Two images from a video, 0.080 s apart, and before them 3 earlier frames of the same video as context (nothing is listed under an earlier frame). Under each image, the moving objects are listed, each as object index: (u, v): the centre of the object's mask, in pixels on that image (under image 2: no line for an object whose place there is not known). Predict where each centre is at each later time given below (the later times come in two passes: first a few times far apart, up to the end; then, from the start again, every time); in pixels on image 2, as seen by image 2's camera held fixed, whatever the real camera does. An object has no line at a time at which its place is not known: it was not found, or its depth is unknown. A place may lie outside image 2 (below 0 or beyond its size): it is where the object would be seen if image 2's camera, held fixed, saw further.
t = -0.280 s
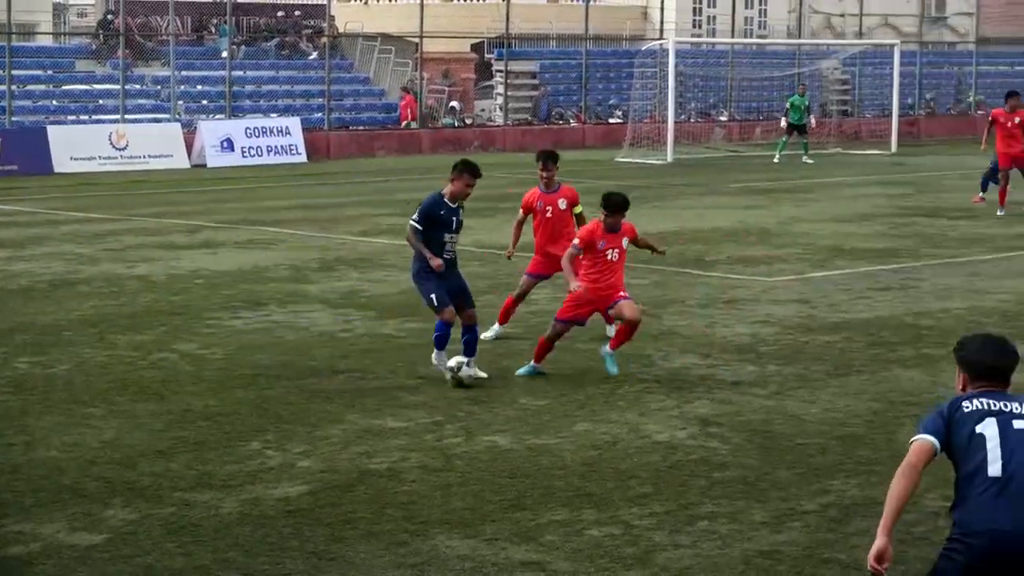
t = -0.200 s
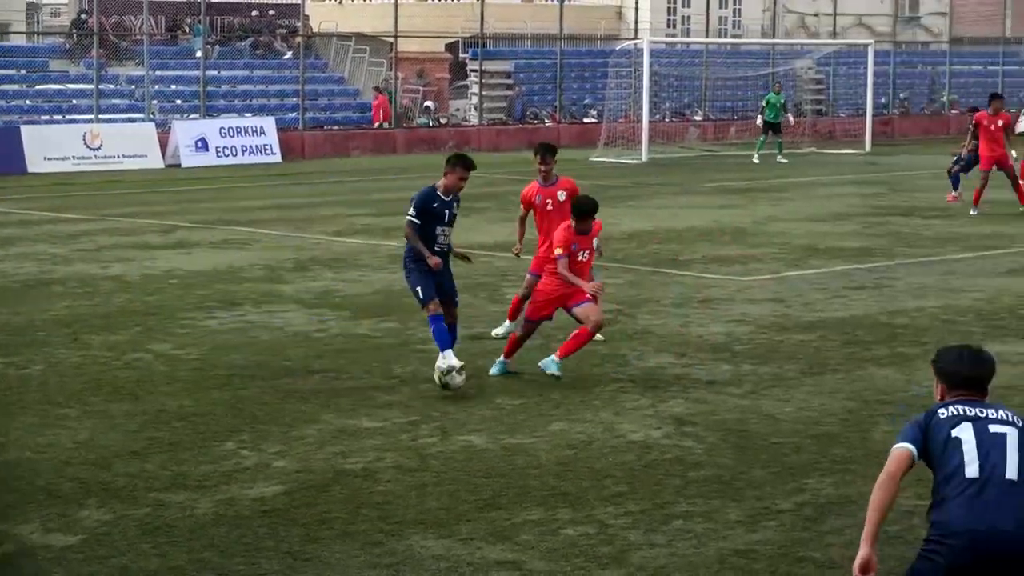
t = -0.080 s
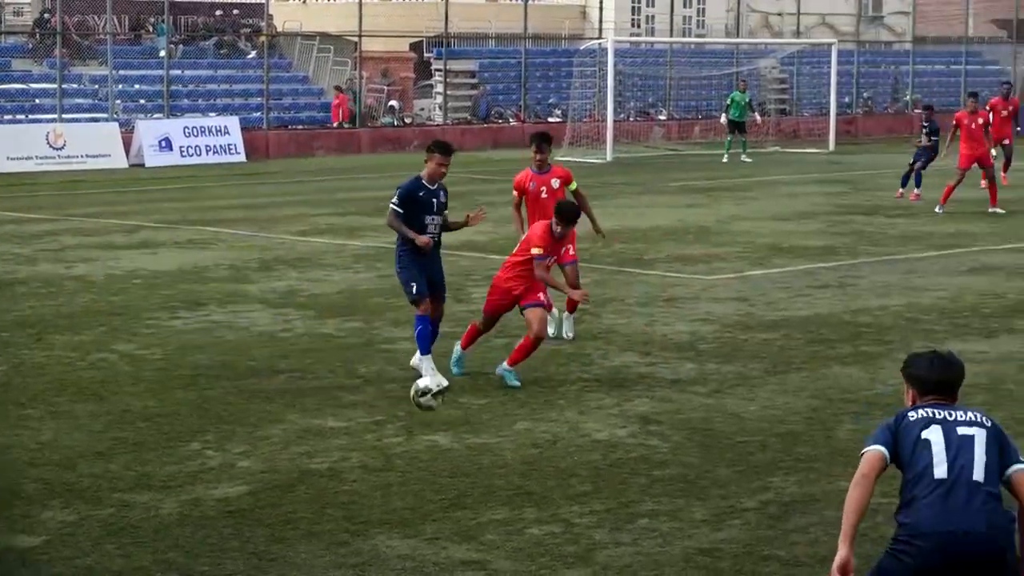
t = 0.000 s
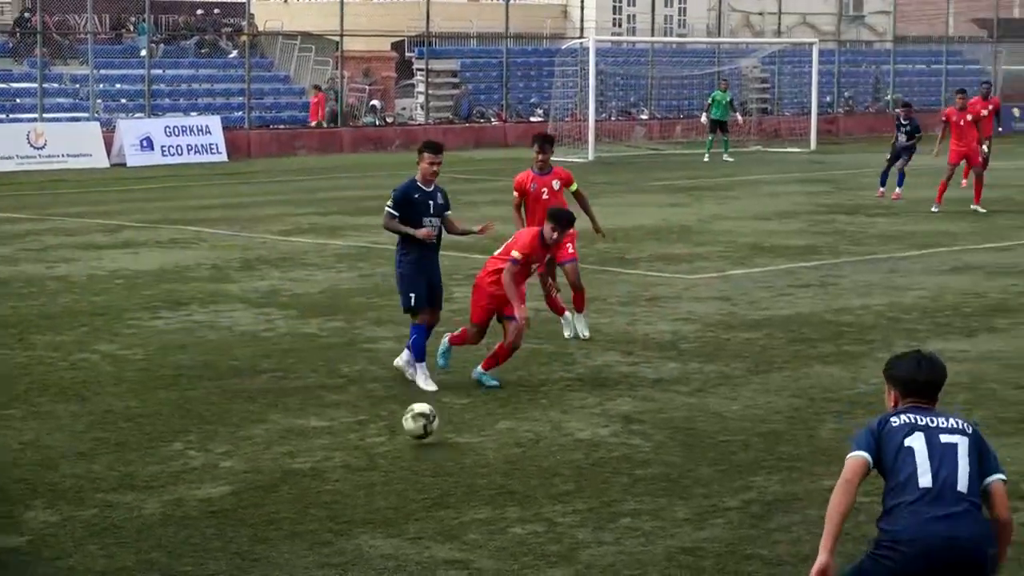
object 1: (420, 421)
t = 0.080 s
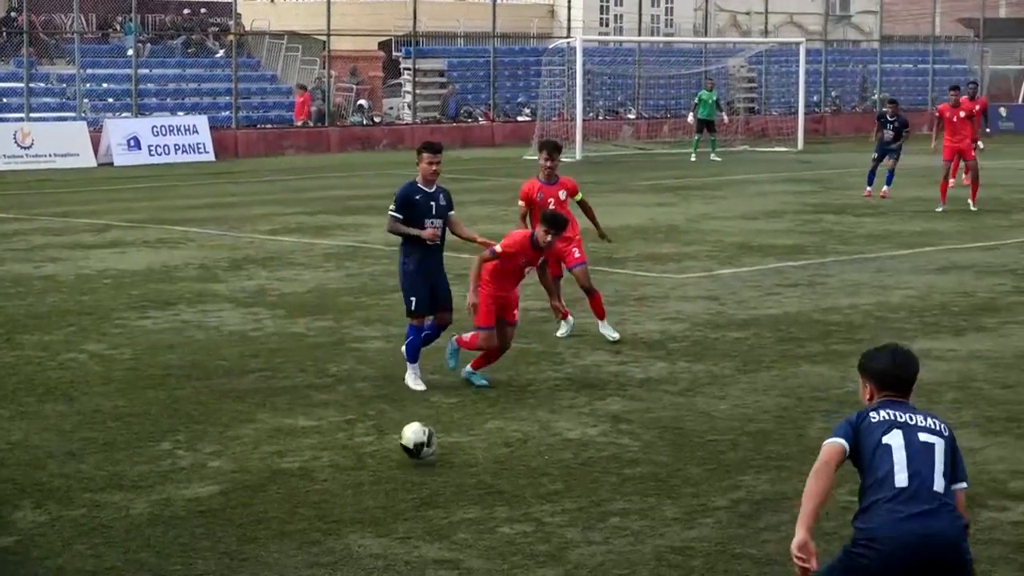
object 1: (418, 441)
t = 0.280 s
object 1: (447, 496)
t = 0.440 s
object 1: (475, 523)
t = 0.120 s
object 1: (424, 445)
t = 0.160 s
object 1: (429, 454)
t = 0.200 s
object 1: (434, 465)
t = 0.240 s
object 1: (440, 480)
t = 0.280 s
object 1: (447, 496)
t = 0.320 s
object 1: (454, 499)
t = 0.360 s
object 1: (460, 504)
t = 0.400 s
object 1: (467, 512)
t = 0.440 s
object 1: (475, 523)
